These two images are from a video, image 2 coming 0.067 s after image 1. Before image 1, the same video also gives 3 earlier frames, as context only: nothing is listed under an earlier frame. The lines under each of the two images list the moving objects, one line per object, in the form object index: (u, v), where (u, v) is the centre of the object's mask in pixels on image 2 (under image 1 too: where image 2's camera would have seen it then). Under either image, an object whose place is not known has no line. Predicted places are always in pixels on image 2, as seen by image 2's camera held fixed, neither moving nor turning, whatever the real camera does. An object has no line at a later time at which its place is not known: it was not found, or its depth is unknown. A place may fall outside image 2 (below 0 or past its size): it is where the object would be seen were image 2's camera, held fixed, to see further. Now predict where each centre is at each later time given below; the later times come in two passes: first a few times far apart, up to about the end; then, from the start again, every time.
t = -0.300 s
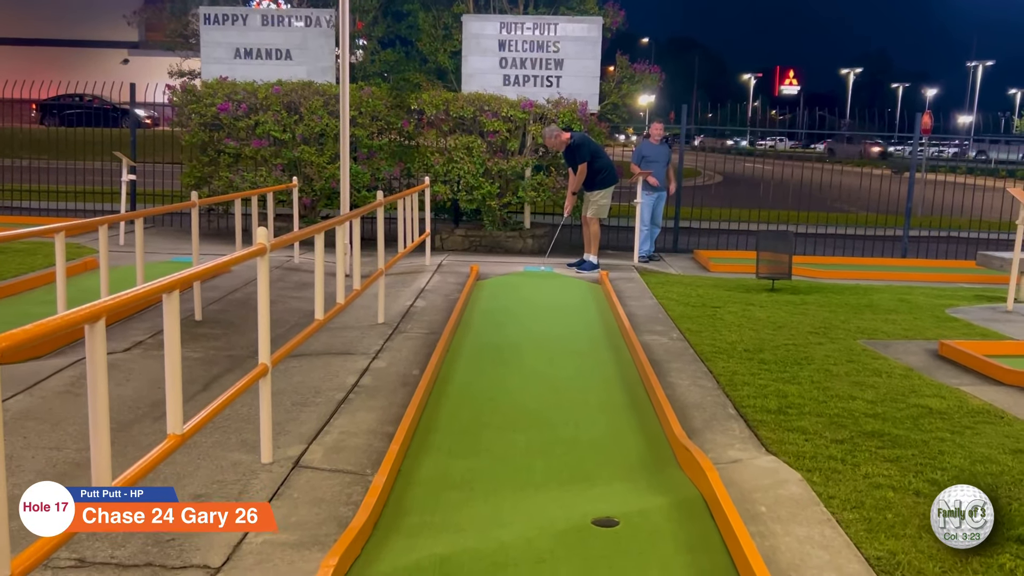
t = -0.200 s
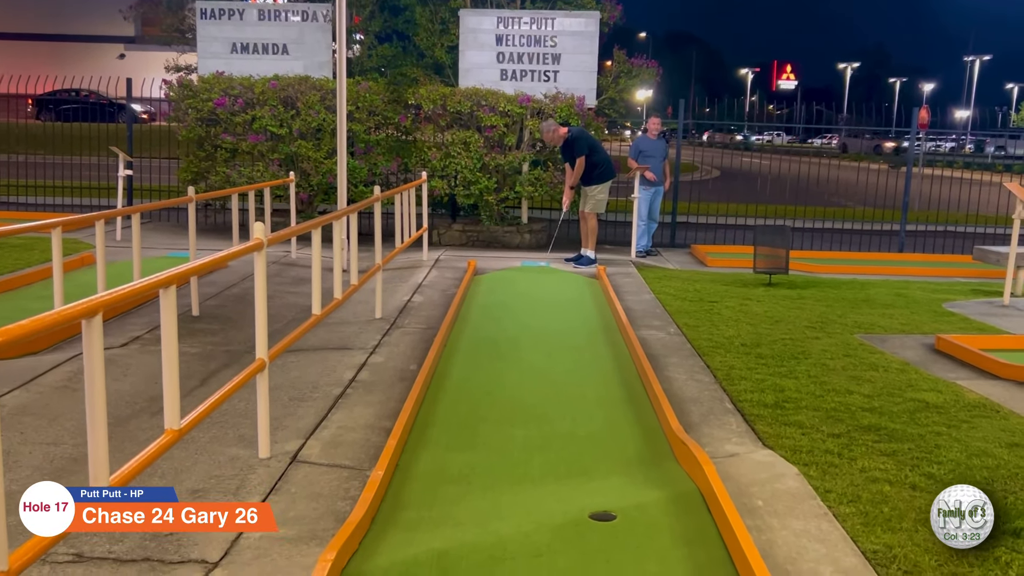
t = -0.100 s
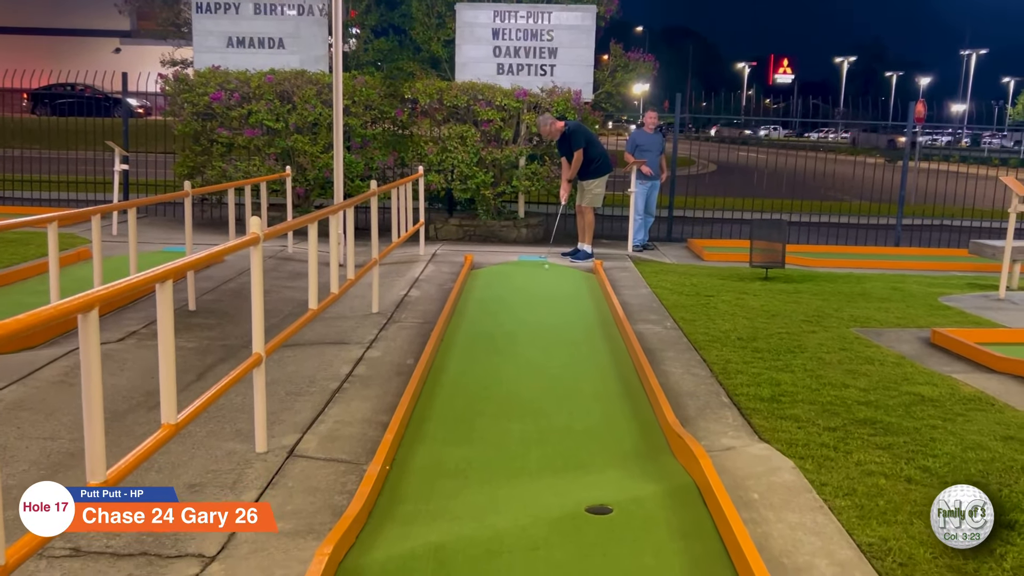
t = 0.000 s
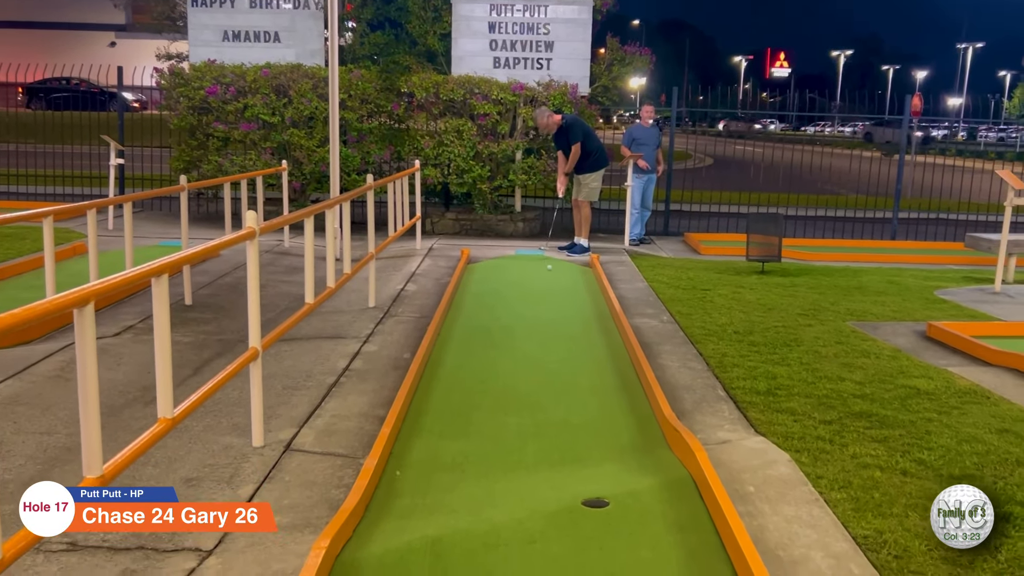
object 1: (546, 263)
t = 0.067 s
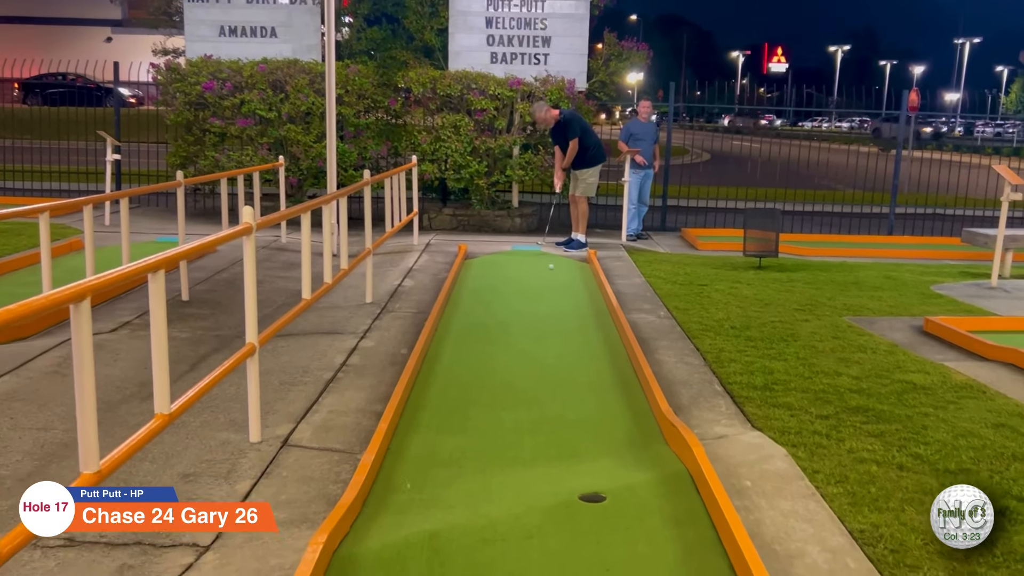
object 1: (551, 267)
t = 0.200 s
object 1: (559, 275)
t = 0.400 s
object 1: (571, 287)
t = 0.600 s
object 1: (585, 300)
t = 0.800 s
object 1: (599, 315)
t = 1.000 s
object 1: (614, 331)
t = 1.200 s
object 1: (615, 347)
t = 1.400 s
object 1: (616, 367)
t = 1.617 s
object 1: (618, 391)
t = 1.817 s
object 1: (620, 415)
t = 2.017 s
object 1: (621, 442)
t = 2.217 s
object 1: (619, 464)
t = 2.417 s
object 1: (608, 484)
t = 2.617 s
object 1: (574, 508)
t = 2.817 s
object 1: (532, 534)
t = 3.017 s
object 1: (489, 563)
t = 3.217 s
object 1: (442, 593)
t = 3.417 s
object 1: (393, 627)
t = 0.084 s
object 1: (552, 268)
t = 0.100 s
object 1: (553, 269)
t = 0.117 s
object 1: (554, 271)
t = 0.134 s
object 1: (555, 271)
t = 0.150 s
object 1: (556, 271)
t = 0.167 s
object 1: (557, 272)
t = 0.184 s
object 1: (558, 273)
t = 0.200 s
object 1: (559, 275)
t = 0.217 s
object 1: (560, 276)
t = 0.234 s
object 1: (561, 277)
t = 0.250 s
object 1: (562, 277)
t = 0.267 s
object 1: (563, 278)
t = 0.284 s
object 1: (564, 280)
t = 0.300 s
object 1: (565, 281)
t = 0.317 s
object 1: (566, 282)
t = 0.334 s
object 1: (567, 283)
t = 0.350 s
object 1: (568, 284)
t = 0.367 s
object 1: (569, 285)
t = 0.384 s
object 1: (570, 286)
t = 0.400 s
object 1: (571, 287)
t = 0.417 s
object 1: (573, 288)
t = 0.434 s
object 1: (574, 289)
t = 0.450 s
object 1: (575, 290)
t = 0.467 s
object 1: (576, 291)
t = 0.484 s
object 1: (577, 293)
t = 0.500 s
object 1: (578, 294)
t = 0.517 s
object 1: (579, 295)
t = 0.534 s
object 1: (580, 296)
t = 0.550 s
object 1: (581, 297)
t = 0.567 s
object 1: (582, 298)
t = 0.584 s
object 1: (583, 299)
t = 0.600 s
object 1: (585, 300)
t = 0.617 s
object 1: (586, 301)
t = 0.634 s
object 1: (587, 302)
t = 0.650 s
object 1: (588, 303)
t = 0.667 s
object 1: (590, 304)
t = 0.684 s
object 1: (591, 306)
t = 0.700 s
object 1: (592, 307)
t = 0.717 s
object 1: (593, 308)
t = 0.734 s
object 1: (594, 309)
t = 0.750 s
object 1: (596, 310)
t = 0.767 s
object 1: (597, 312)
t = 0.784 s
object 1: (598, 313)
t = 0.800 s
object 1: (599, 315)
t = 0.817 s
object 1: (601, 316)
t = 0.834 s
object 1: (602, 317)
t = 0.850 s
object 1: (603, 319)
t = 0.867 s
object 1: (605, 320)
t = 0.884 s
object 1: (606, 321)
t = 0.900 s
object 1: (608, 323)
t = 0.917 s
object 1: (609, 324)
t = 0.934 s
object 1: (610, 325)
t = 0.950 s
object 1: (612, 327)
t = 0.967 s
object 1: (613, 328)
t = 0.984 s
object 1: (614, 329)
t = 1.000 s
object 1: (614, 331)
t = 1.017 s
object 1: (614, 332)
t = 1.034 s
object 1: (614, 333)
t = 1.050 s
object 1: (614, 334)
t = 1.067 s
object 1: (614, 336)
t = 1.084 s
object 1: (614, 337)
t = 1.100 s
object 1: (614, 339)
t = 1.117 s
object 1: (614, 340)
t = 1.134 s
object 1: (614, 341)
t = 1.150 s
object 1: (614, 343)
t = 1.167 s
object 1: (614, 344)
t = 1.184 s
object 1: (615, 346)
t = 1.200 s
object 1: (615, 347)
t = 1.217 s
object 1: (615, 349)
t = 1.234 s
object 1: (615, 350)
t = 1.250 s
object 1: (615, 352)
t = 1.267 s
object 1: (615, 354)
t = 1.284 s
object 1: (615, 355)
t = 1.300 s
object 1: (615, 357)
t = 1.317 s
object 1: (615, 358)
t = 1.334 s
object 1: (616, 360)
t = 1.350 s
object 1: (616, 362)
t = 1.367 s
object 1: (616, 363)
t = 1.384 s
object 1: (616, 365)
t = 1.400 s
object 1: (616, 367)
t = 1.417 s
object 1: (616, 369)
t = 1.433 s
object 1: (616, 370)
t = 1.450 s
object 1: (616, 372)
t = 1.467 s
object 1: (617, 374)
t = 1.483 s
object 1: (617, 376)
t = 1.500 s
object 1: (617, 377)
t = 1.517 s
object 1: (617, 379)
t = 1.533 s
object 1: (617, 381)
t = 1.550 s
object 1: (617, 383)
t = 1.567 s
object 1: (617, 385)
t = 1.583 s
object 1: (618, 387)
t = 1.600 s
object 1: (618, 389)
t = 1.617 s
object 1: (618, 391)
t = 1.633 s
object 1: (618, 392)
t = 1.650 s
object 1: (618, 394)
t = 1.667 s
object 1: (618, 396)
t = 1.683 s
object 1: (619, 398)
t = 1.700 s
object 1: (619, 400)
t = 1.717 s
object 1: (619, 402)
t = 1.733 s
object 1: (619, 404)
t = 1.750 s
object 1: (619, 406)
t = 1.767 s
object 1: (619, 409)
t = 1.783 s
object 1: (620, 411)
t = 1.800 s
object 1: (620, 413)
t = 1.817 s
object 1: (620, 415)
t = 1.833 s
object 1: (620, 417)
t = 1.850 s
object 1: (620, 419)
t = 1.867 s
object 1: (620, 421)
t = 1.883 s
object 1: (620, 423)
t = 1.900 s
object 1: (621, 426)
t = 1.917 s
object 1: (621, 428)
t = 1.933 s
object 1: (621, 430)
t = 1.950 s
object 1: (621, 433)
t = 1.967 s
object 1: (621, 435)
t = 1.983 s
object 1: (621, 438)
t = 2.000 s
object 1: (622, 440)
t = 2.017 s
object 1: (621, 442)
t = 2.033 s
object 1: (622, 445)
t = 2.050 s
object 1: (622, 447)
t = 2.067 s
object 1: (622, 449)
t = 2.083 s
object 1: (622, 451)
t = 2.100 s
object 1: (622, 453)
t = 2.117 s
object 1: (622, 455)
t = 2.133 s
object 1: (622, 456)
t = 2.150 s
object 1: (621, 458)
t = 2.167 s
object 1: (621, 459)
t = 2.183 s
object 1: (620, 461)
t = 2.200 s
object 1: (620, 463)
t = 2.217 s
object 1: (619, 464)
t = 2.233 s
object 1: (619, 466)
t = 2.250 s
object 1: (618, 468)
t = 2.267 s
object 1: (617, 469)
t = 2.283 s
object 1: (617, 471)
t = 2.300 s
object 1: (616, 472)
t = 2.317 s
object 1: (615, 474)
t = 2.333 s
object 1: (614, 475)
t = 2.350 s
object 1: (613, 477)
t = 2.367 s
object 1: (611, 479)
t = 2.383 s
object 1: (610, 480)
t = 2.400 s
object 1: (609, 482)
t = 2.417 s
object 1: (608, 484)
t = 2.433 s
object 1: (607, 486)
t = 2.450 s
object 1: (605, 489)
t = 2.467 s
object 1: (604, 491)
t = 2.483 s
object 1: (602, 495)
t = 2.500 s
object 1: (599, 497)
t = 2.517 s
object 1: (596, 496)
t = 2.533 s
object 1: (593, 497)
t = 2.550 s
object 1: (589, 498)
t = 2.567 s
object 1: (585, 500)
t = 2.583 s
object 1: (582, 503)
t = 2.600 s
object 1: (578, 506)
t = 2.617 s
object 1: (574, 508)
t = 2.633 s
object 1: (571, 509)
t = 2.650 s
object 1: (567, 511)
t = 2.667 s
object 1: (564, 513)
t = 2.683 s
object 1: (560, 516)
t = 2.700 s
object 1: (557, 519)
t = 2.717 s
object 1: (554, 521)
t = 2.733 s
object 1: (550, 523)
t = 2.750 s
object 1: (547, 525)
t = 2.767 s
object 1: (543, 527)
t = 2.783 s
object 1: (540, 530)
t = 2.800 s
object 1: (536, 532)
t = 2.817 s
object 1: (532, 534)
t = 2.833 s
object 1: (529, 536)
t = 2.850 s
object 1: (525, 539)
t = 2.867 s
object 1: (522, 541)
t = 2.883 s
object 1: (518, 543)
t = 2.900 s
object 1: (515, 546)
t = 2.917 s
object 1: (511, 548)
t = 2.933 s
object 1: (507, 550)
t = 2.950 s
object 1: (504, 553)
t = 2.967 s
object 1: (500, 555)
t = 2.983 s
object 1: (496, 558)
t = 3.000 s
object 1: (492, 560)
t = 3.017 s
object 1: (489, 563)
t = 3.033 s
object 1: (485, 565)
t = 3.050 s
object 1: (481, 568)
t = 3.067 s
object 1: (477, 570)
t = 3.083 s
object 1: (474, 573)
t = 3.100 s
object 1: (470, 575)
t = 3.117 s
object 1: (466, 578)
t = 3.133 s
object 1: (462, 580)
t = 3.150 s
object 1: (458, 583)
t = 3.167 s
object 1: (454, 586)
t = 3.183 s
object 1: (450, 588)
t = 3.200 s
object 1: (446, 591)
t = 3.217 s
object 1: (442, 593)
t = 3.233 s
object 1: (438, 596)
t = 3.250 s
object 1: (434, 599)
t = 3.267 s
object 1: (430, 601)
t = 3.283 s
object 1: (426, 604)
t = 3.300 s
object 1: (422, 607)
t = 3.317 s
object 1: (418, 609)
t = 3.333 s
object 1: (414, 612)
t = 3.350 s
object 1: (410, 615)
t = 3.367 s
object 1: (406, 618)
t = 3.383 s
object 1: (402, 621)
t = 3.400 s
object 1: (397, 624)
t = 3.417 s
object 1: (393, 627)
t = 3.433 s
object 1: (389, 629)
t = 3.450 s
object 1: (384, 633)
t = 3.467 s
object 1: (380, 636)
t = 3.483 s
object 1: (376, 638)
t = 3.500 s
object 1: (371, 642)
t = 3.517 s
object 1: (367, 645)
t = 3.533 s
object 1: (362, 648)
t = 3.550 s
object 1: (358, 651)
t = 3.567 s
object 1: (353, 654)
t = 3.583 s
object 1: (349, 657)
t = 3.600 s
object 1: (344, 660)
